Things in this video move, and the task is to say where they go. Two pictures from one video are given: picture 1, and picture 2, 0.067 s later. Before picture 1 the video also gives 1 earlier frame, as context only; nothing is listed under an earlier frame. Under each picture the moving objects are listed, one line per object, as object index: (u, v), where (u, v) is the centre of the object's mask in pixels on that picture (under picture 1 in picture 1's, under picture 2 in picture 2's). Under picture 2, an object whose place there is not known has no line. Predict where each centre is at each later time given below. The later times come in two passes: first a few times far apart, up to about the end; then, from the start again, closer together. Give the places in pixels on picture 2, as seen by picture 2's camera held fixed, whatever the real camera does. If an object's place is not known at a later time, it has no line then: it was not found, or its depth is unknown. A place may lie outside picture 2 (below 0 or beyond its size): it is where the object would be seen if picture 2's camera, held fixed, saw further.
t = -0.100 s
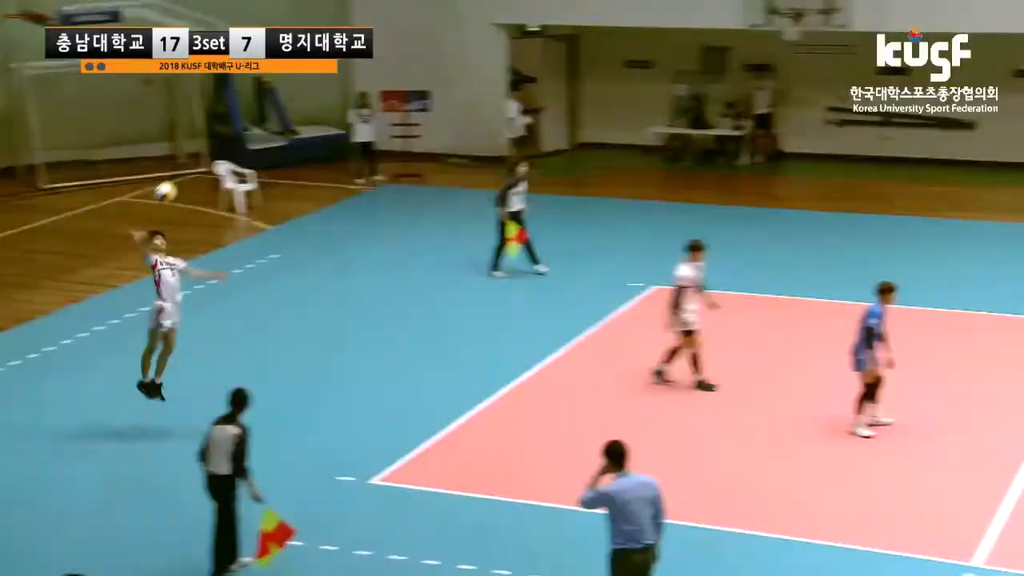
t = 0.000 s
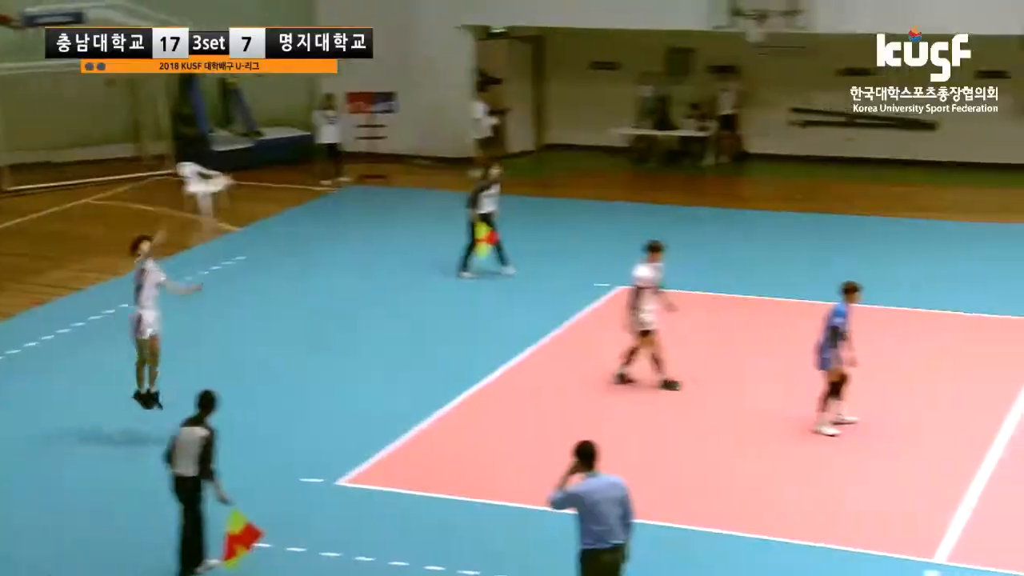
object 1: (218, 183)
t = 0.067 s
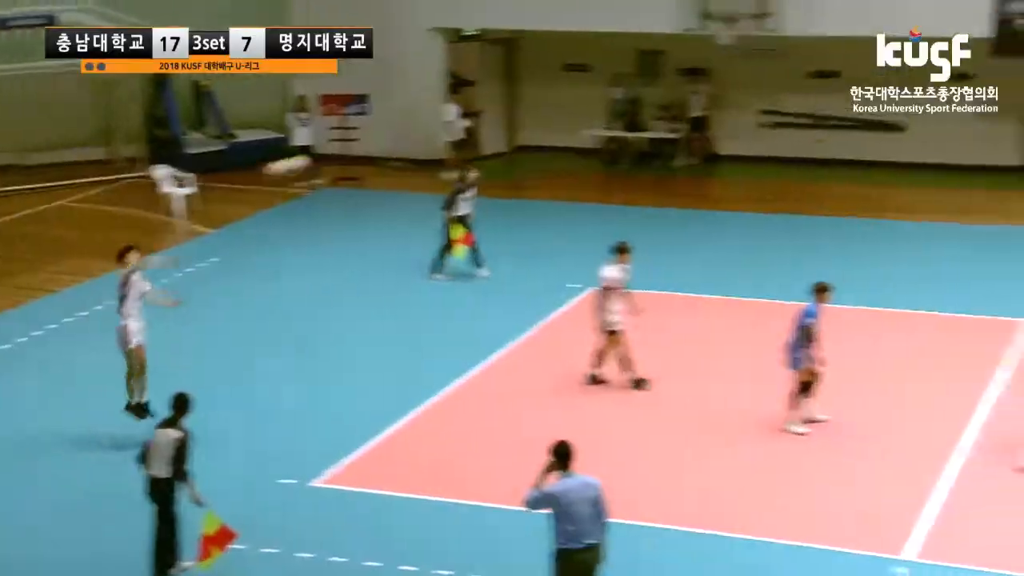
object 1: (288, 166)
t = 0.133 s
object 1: (392, 146)
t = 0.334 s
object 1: (684, 116)
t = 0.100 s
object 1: (341, 155)
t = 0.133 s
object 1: (392, 146)
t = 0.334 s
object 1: (684, 116)
